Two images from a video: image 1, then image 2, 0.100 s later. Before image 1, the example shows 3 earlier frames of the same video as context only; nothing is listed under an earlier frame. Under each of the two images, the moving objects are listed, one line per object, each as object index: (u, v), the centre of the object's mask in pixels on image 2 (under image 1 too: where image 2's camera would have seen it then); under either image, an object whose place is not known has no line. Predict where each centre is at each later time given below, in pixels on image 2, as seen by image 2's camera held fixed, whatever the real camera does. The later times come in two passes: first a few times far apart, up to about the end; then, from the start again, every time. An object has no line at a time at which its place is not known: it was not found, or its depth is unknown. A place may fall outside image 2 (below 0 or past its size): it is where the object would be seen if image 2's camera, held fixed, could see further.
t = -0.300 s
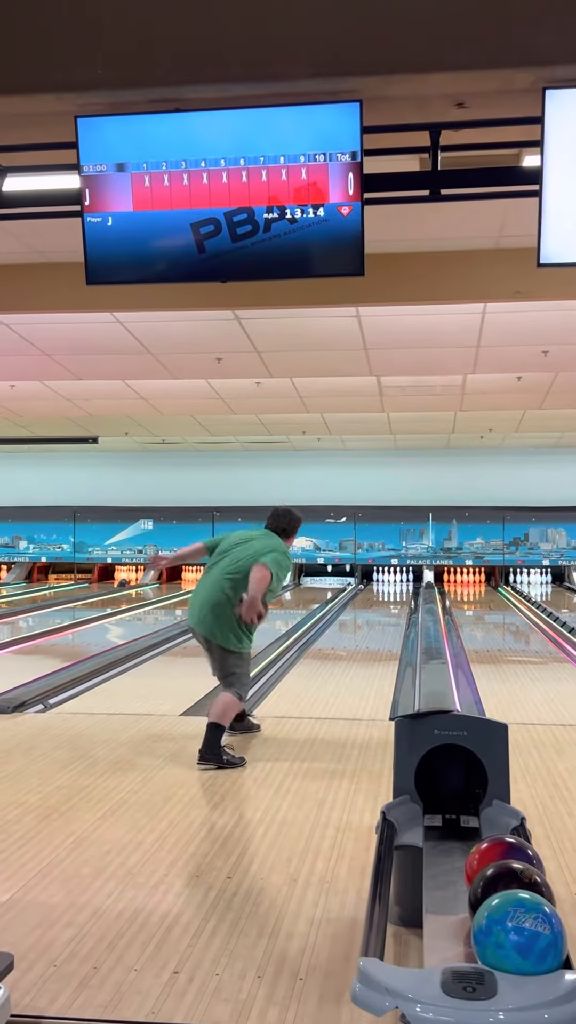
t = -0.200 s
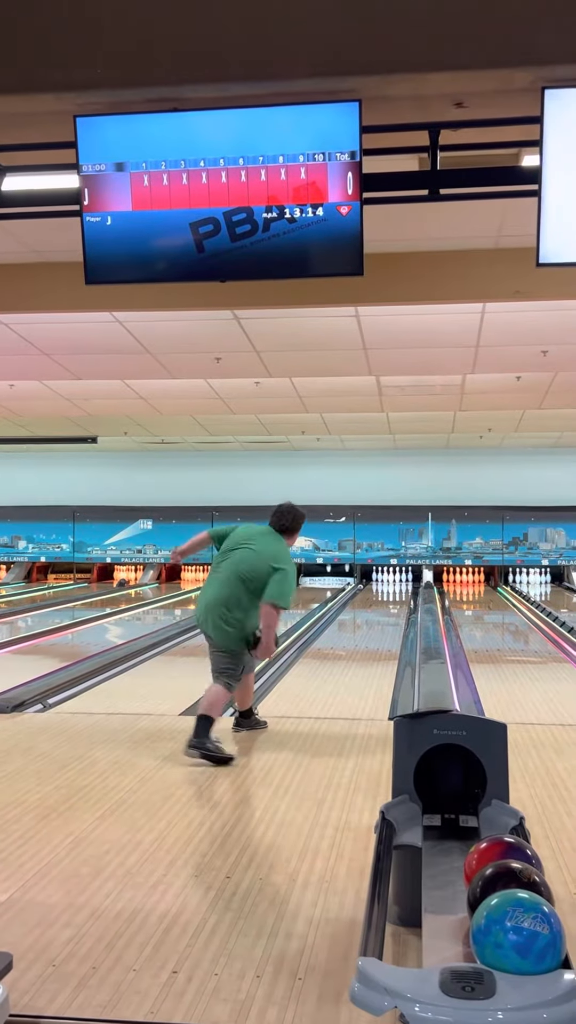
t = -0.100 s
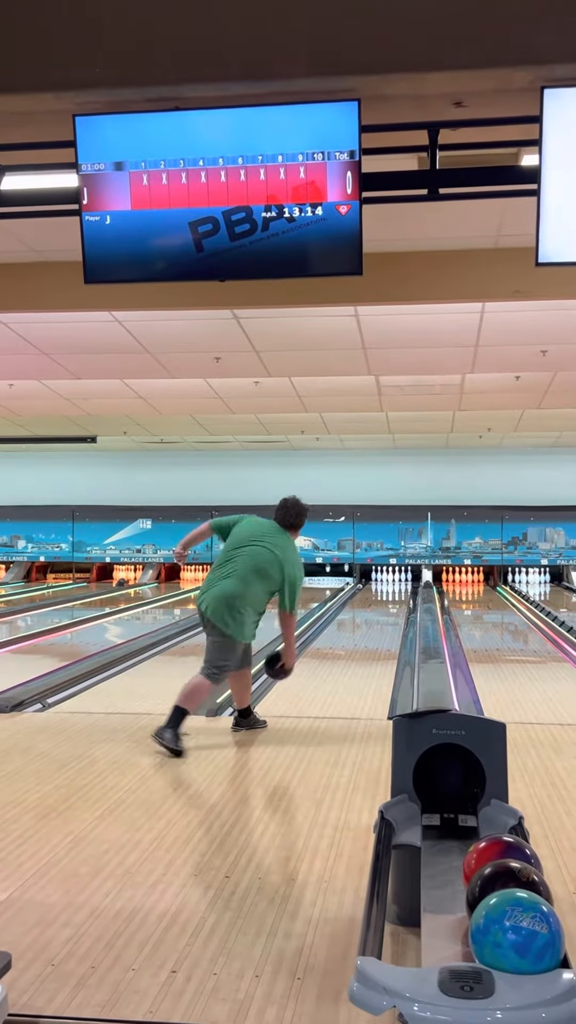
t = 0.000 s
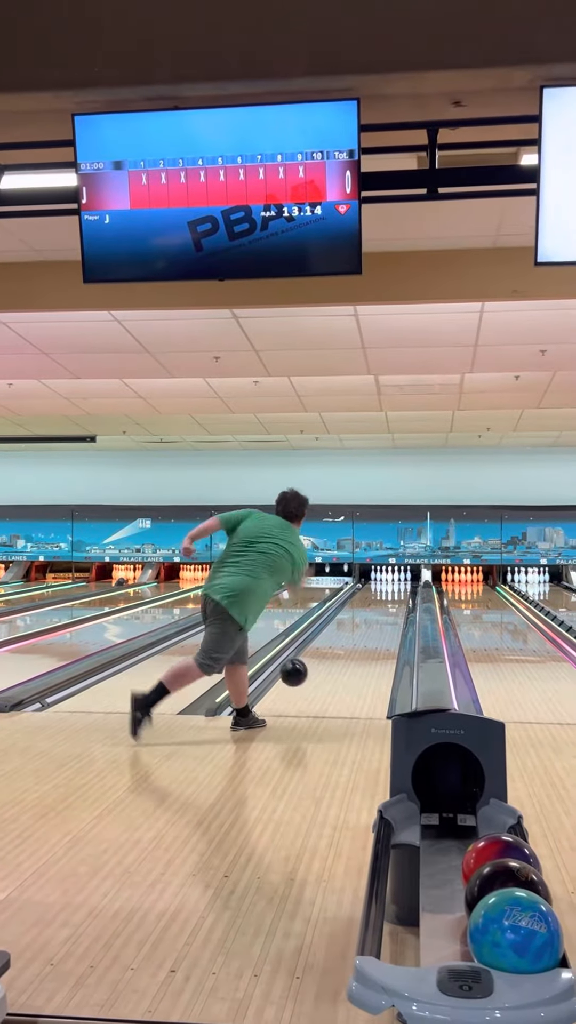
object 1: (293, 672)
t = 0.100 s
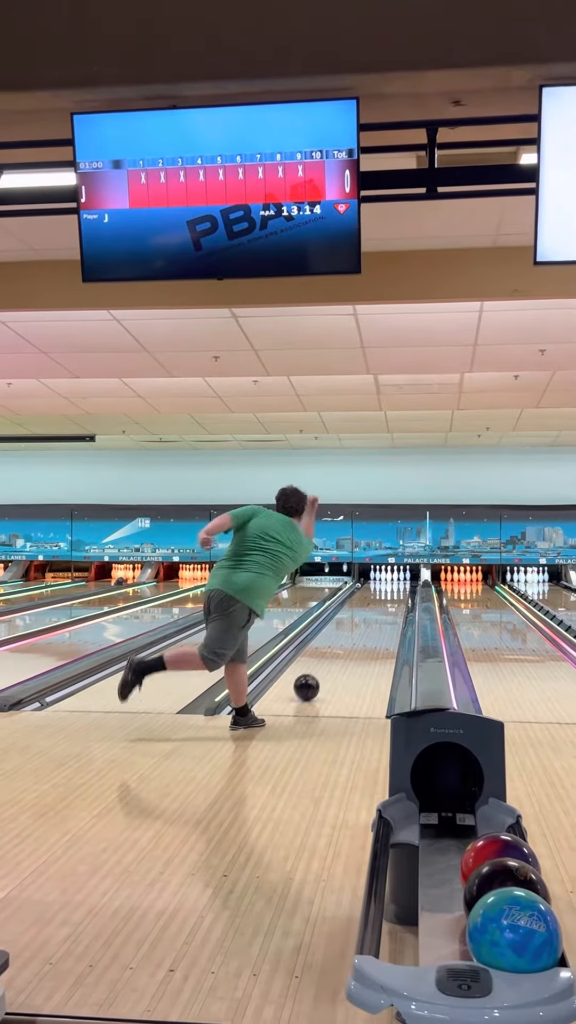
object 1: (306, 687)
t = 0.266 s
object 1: (325, 669)
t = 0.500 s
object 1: (345, 649)
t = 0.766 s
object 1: (361, 633)
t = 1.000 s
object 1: (372, 621)
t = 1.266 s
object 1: (381, 611)
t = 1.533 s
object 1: (389, 603)
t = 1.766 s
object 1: (393, 597)
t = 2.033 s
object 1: (397, 591)
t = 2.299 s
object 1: (398, 586)
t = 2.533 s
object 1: (398, 583)
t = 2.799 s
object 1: (395, 579)
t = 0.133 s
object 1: (310, 682)
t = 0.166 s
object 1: (314, 678)
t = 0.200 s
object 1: (318, 675)
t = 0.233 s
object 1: (322, 672)
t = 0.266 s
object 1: (325, 669)
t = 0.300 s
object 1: (328, 666)
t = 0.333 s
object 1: (331, 662)
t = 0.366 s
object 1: (334, 659)
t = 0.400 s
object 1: (337, 657)
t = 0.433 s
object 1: (340, 654)
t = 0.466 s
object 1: (342, 651)
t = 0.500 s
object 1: (345, 649)
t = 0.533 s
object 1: (347, 647)
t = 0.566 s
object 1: (349, 644)
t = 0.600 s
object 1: (352, 642)
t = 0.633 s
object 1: (354, 640)
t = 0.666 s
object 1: (356, 638)
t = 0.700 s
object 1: (358, 636)
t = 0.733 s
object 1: (360, 634)
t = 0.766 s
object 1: (361, 633)
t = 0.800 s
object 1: (363, 631)
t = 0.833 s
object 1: (365, 629)
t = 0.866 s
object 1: (366, 628)
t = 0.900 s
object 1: (368, 626)
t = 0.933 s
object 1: (369, 624)
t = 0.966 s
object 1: (370, 623)
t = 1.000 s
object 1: (372, 621)
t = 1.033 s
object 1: (373, 620)
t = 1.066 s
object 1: (374, 619)
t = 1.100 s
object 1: (376, 617)
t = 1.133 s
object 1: (377, 616)
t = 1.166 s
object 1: (378, 615)
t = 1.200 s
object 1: (379, 613)
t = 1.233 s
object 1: (380, 612)
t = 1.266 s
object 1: (381, 611)
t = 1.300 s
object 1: (382, 610)
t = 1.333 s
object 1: (383, 609)
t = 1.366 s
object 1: (384, 608)
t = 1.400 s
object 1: (385, 607)
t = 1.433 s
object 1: (386, 606)
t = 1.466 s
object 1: (387, 605)
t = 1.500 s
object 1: (388, 604)
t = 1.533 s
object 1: (389, 603)
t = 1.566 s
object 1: (389, 602)
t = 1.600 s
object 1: (390, 601)
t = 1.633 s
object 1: (391, 600)
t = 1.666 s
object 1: (391, 599)
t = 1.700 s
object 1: (392, 598)
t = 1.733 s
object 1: (392, 598)
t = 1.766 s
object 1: (393, 597)
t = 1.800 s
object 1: (394, 596)
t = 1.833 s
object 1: (394, 595)
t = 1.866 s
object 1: (395, 595)
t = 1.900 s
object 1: (396, 594)
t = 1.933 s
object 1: (396, 593)
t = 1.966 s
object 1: (397, 593)
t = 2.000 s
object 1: (397, 592)
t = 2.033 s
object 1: (397, 591)
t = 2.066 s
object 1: (397, 591)
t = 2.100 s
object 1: (398, 590)
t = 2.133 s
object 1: (398, 589)
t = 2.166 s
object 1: (398, 589)
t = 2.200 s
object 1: (398, 588)
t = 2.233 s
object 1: (398, 588)
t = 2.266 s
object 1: (398, 587)
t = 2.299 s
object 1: (398, 586)
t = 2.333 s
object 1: (399, 586)
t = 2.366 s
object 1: (399, 585)
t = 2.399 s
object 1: (398, 585)
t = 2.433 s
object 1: (398, 584)
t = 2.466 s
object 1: (398, 584)
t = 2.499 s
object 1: (398, 583)
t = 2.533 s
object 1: (398, 583)
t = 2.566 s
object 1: (398, 583)
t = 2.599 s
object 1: (397, 582)
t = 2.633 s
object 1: (397, 582)
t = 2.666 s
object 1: (397, 581)
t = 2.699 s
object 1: (396, 581)
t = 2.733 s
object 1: (396, 580)
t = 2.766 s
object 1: (396, 580)
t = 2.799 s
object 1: (395, 579)
